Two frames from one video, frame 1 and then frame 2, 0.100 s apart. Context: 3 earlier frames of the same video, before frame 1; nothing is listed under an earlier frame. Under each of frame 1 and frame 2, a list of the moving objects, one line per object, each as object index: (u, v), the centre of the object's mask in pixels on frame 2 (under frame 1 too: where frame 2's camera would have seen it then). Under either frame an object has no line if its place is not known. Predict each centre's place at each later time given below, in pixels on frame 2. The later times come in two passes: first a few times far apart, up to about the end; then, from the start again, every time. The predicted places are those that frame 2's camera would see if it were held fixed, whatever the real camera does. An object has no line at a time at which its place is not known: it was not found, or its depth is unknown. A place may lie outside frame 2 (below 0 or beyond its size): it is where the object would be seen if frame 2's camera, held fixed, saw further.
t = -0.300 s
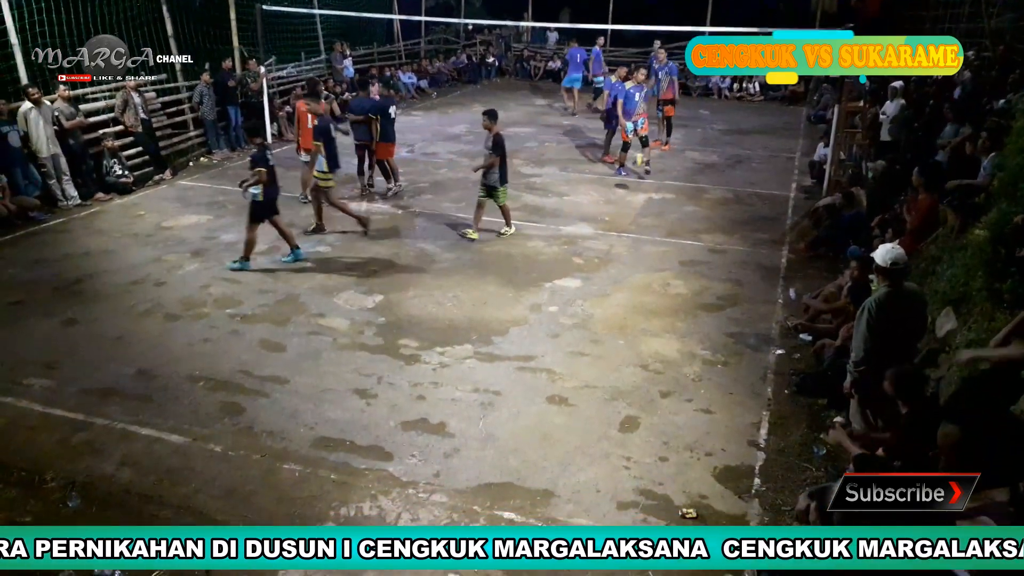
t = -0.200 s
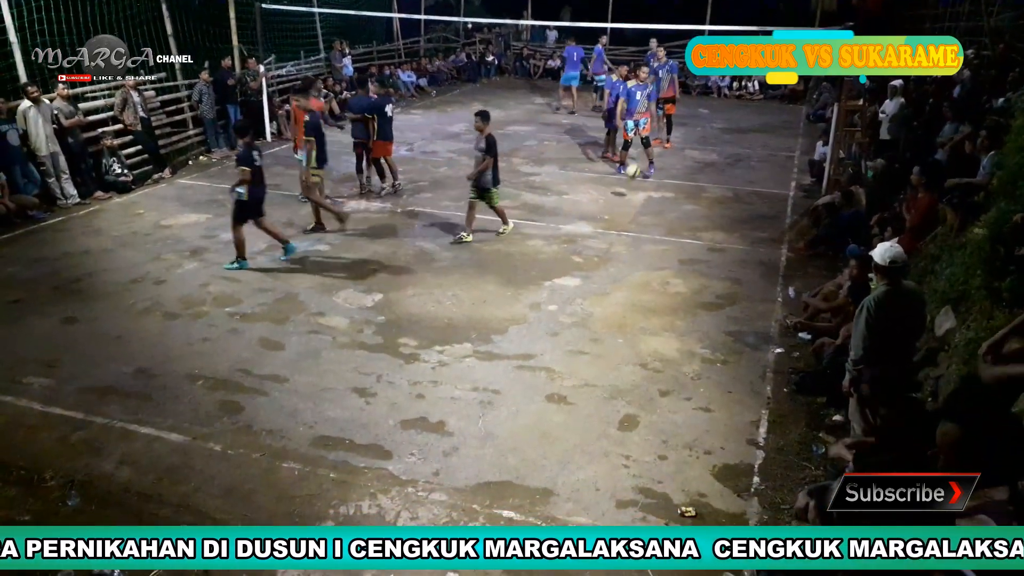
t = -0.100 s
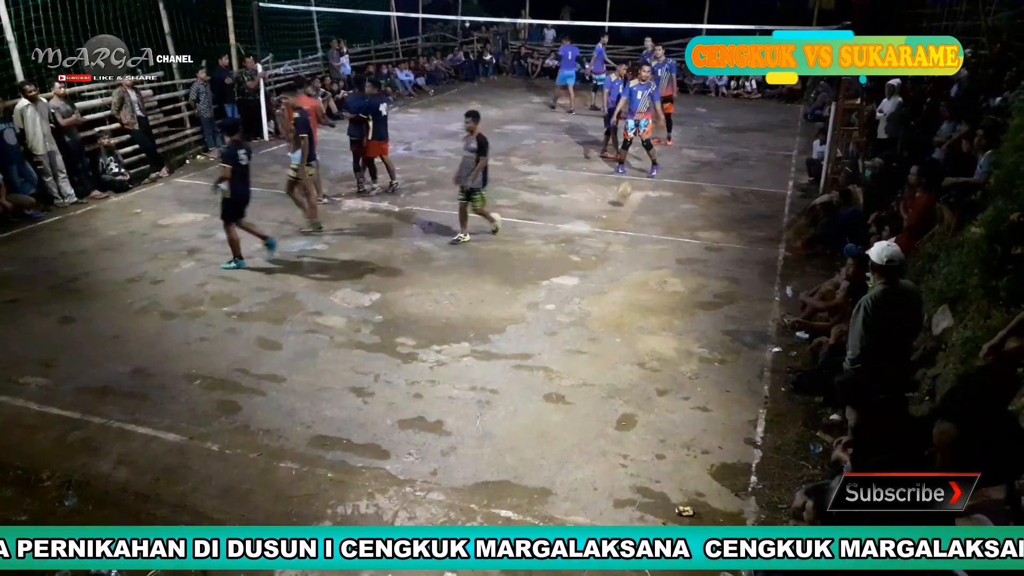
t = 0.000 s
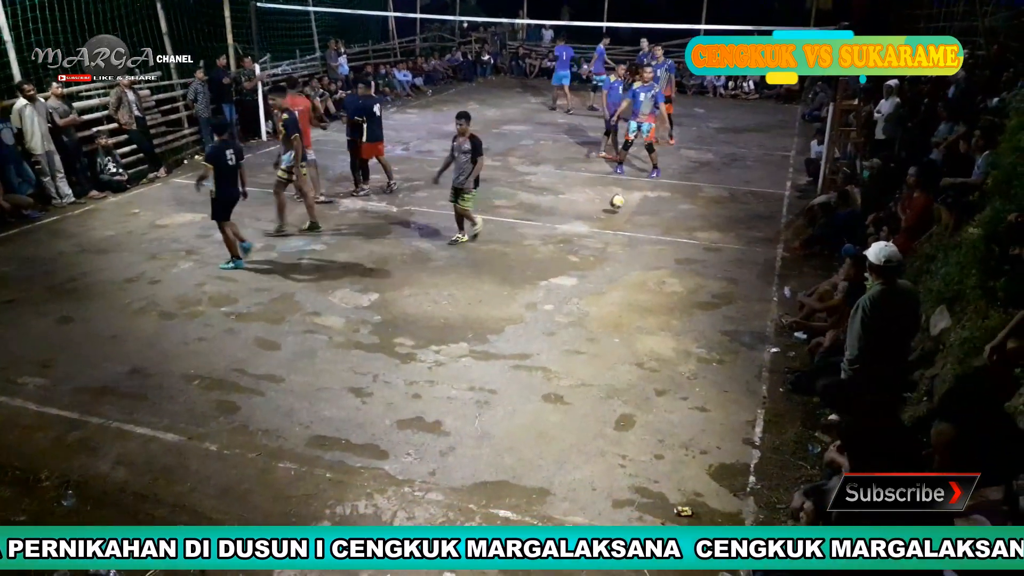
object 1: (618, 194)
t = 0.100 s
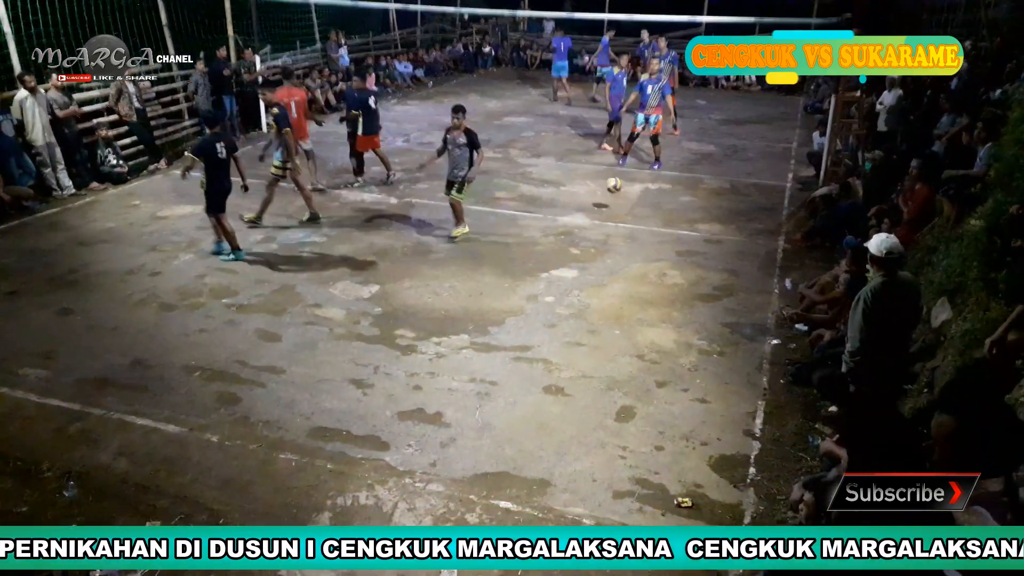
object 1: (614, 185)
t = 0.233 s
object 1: (607, 184)
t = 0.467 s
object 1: (593, 216)
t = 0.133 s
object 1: (612, 184)
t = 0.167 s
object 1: (611, 183)
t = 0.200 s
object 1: (609, 183)
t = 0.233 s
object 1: (607, 184)
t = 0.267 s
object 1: (605, 186)
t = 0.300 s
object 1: (604, 189)
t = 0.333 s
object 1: (602, 193)
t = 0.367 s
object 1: (599, 197)
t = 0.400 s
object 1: (597, 202)
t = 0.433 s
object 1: (596, 209)
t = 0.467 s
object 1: (593, 216)
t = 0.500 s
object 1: (590, 224)
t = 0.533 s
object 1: (589, 226)
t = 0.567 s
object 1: (586, 224)
